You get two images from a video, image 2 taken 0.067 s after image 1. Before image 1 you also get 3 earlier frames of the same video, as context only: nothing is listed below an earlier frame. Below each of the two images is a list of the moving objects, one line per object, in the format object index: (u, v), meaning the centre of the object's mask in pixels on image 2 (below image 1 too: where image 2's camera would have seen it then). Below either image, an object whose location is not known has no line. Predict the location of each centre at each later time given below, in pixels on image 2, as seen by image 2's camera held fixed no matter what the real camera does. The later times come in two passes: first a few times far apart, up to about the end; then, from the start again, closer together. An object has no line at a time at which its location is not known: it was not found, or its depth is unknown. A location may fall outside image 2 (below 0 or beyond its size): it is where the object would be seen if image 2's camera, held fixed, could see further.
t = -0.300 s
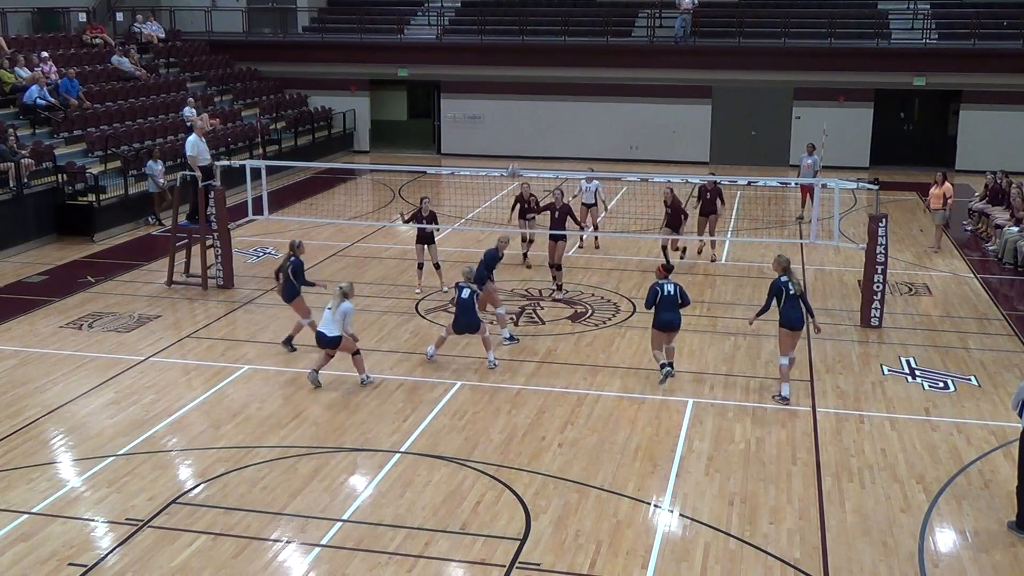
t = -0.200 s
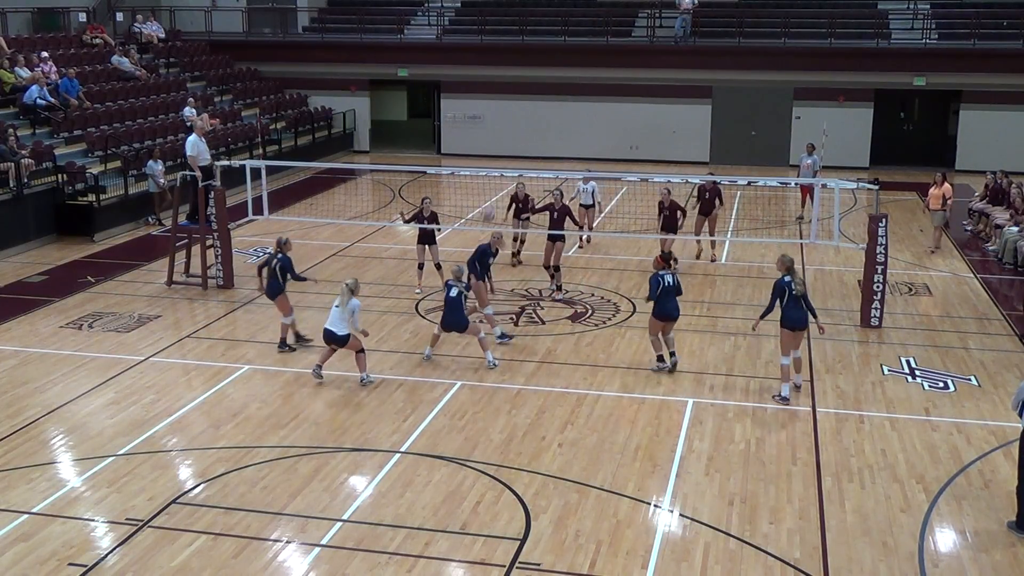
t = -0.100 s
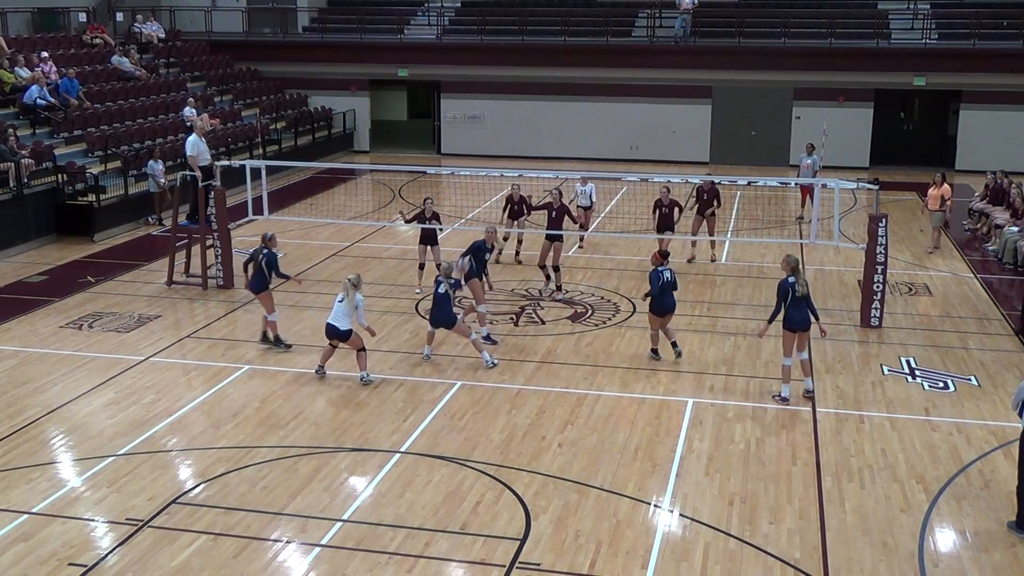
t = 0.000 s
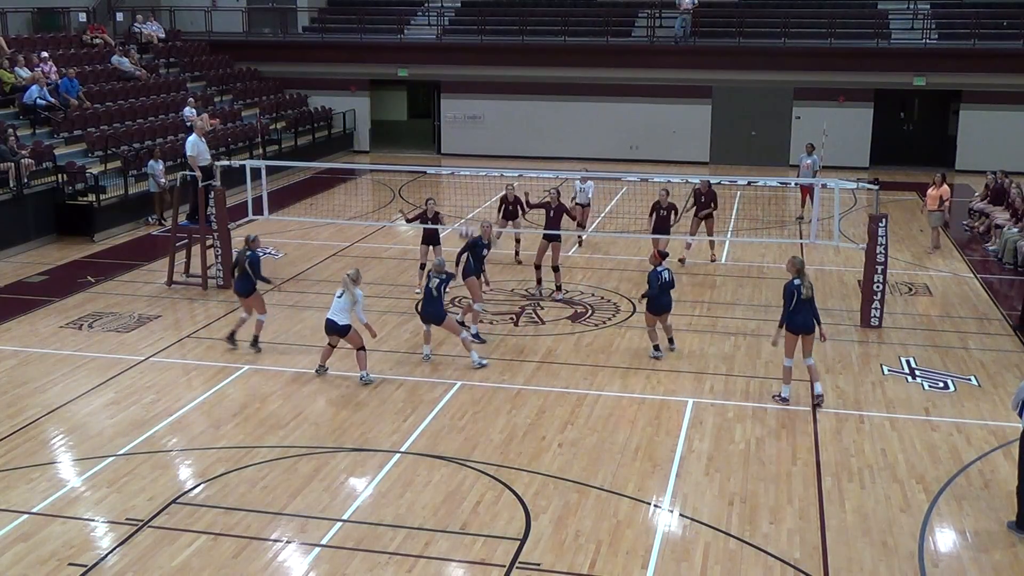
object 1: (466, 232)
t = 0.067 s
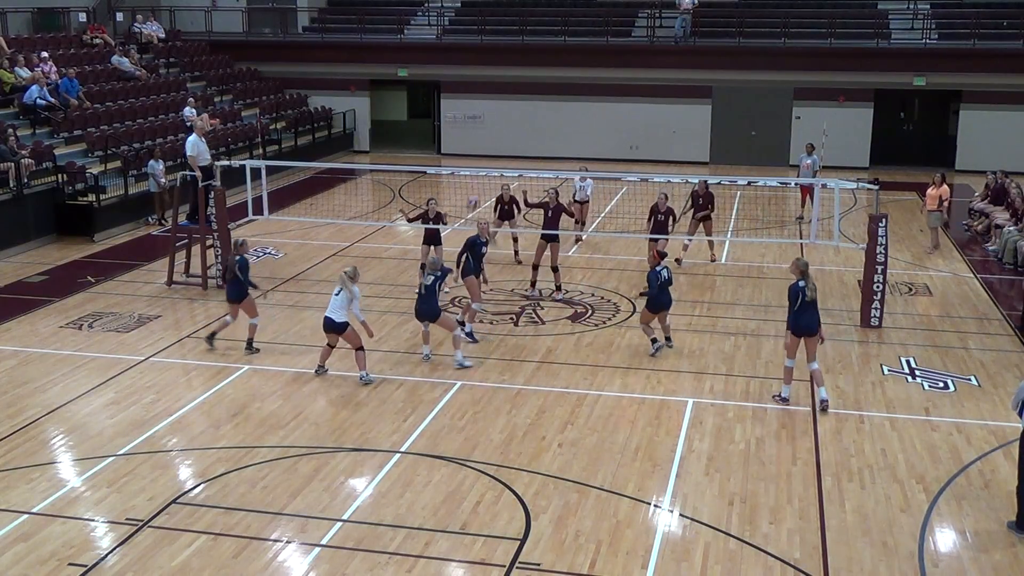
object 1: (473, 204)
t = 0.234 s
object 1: (491, 141)
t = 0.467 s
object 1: (515, 87)
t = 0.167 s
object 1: (484, 162)
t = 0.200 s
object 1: (487, 151)
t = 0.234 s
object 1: (491, 141)
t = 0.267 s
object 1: (494, 131)
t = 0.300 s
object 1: (497, 121)
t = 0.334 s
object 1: (501, 112)
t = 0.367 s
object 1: (505, 105)
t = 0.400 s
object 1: (508, 98)
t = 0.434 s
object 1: (511, 92)
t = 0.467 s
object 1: (515, 87)
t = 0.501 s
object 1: (518, 84)
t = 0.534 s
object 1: (522, 79)
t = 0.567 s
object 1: (525, 77)
